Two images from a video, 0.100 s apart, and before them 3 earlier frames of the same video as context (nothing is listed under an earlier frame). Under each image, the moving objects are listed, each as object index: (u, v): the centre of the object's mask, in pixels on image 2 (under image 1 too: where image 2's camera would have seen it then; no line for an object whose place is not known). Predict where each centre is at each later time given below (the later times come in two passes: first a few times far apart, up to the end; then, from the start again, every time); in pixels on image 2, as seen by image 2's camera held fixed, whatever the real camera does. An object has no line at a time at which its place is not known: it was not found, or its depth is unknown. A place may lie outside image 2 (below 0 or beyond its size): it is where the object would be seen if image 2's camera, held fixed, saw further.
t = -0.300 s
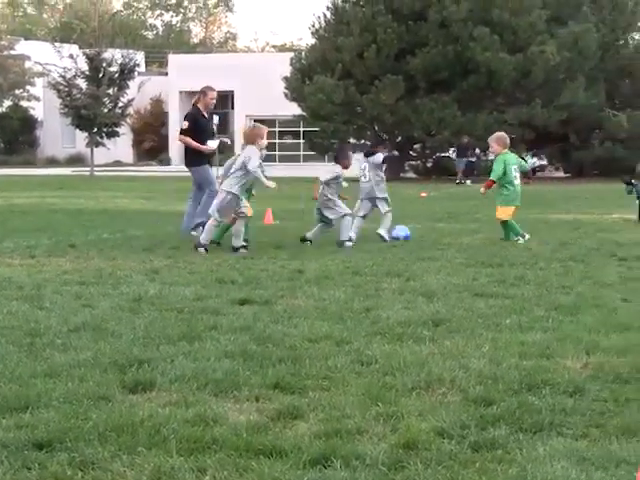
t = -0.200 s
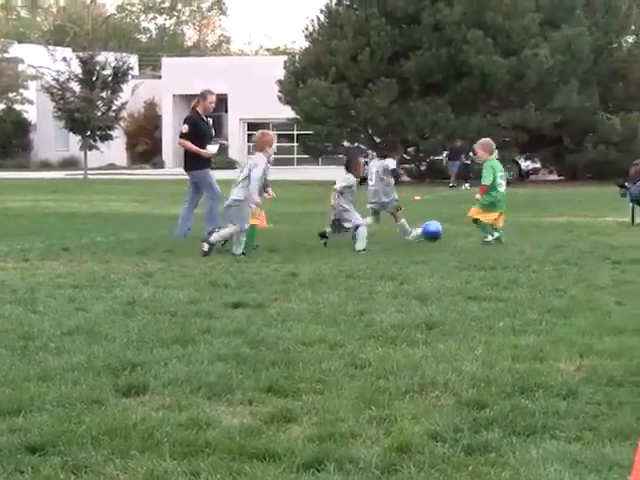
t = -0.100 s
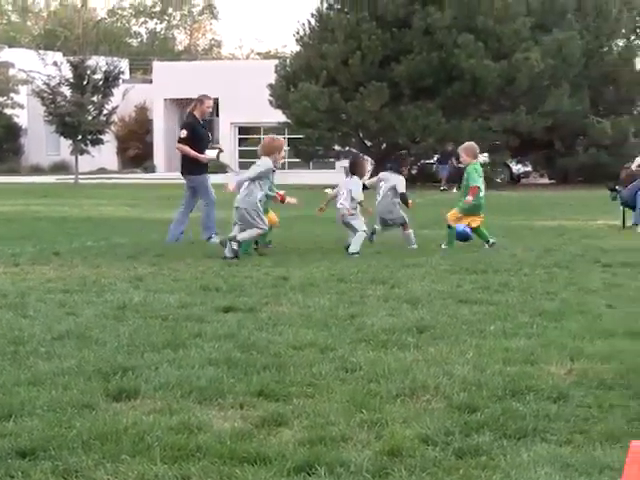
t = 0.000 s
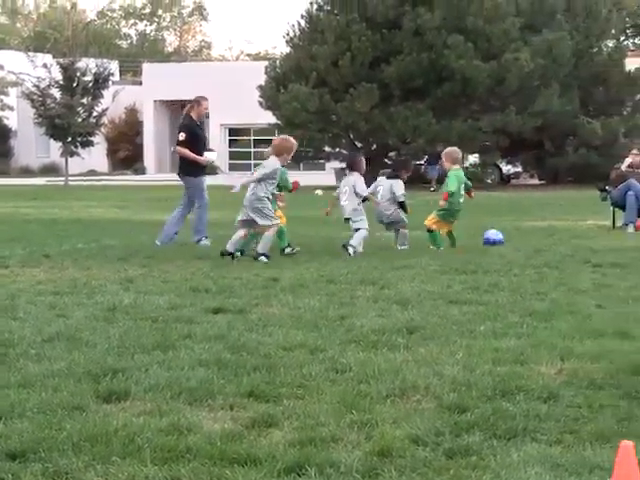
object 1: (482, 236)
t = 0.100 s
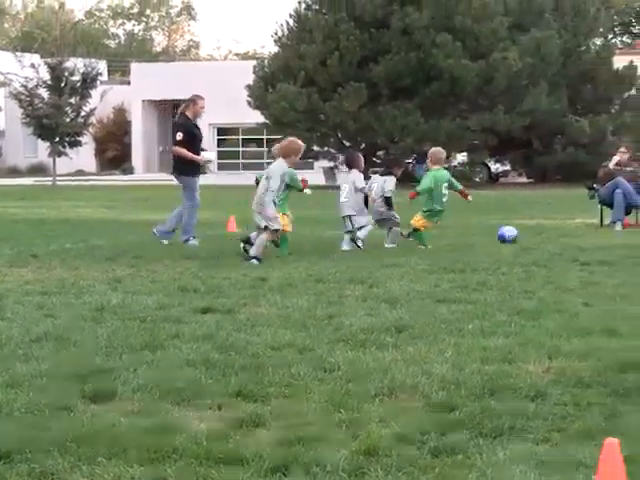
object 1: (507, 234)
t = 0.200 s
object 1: (526, 234)
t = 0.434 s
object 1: (562, 234)
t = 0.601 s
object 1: (587, 232)
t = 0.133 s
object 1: (513, 234)
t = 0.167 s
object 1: (520, 233)
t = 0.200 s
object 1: (526, 234)
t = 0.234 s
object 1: (532, 235)
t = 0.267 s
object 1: (538, 236)
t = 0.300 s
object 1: (543, 235)
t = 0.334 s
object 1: (548, 234)
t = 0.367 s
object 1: (553, 234)
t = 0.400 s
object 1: (558, 234)
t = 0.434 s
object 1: (562, 234)
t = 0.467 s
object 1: (568, 234)
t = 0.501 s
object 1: (573, 233)
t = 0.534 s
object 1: (578, 233)
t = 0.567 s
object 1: (583, 233)
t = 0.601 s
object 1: (587, 232)
